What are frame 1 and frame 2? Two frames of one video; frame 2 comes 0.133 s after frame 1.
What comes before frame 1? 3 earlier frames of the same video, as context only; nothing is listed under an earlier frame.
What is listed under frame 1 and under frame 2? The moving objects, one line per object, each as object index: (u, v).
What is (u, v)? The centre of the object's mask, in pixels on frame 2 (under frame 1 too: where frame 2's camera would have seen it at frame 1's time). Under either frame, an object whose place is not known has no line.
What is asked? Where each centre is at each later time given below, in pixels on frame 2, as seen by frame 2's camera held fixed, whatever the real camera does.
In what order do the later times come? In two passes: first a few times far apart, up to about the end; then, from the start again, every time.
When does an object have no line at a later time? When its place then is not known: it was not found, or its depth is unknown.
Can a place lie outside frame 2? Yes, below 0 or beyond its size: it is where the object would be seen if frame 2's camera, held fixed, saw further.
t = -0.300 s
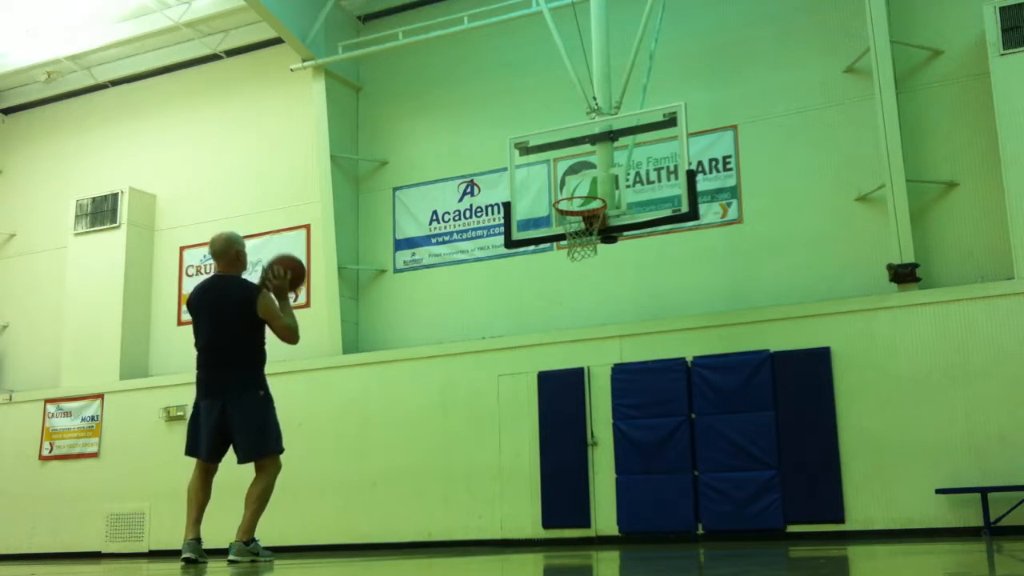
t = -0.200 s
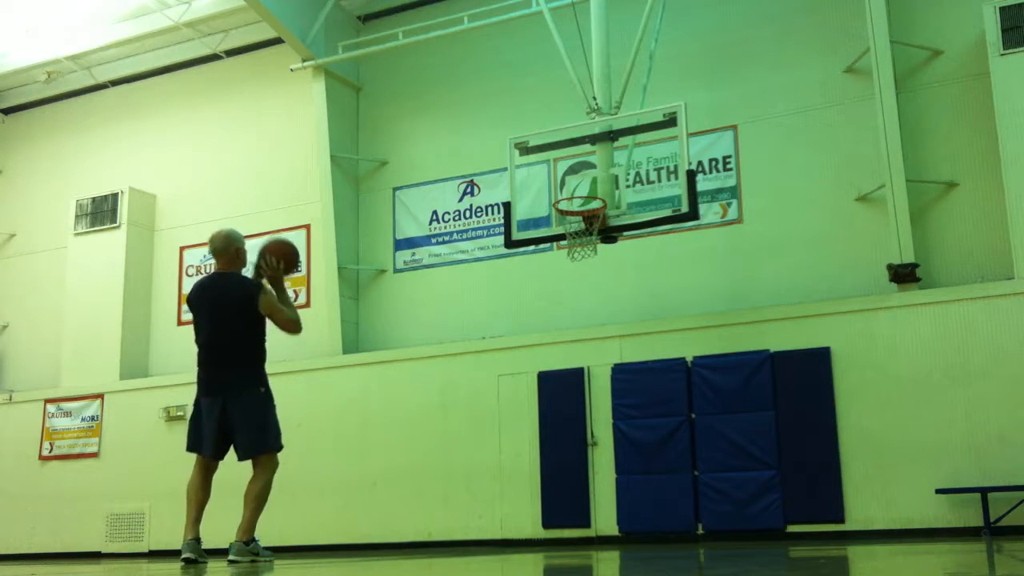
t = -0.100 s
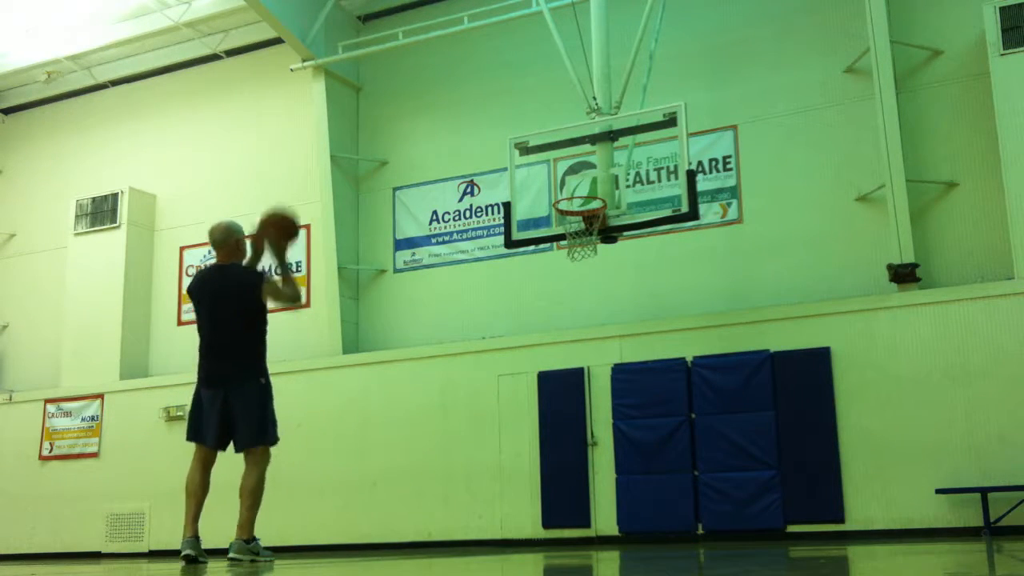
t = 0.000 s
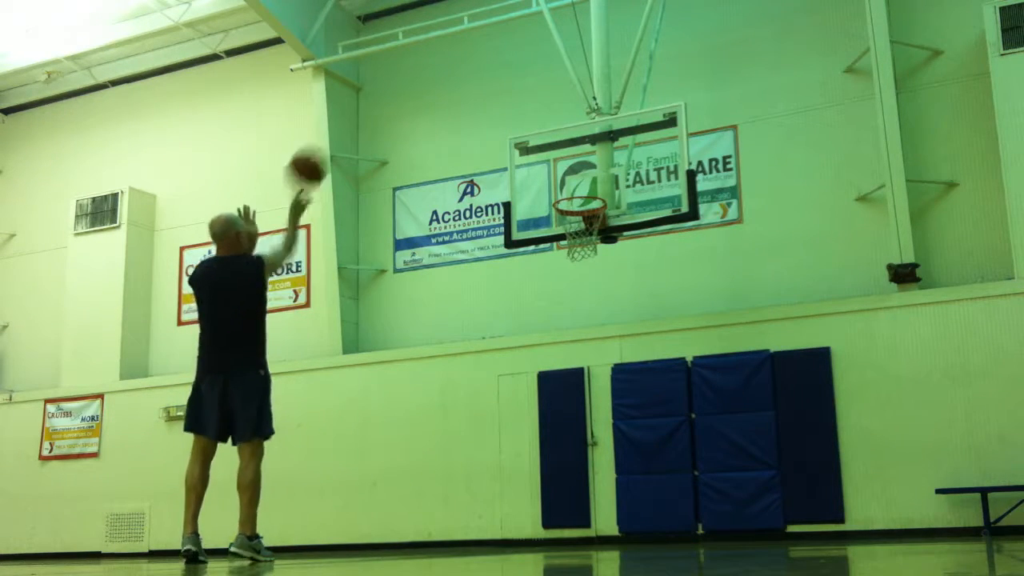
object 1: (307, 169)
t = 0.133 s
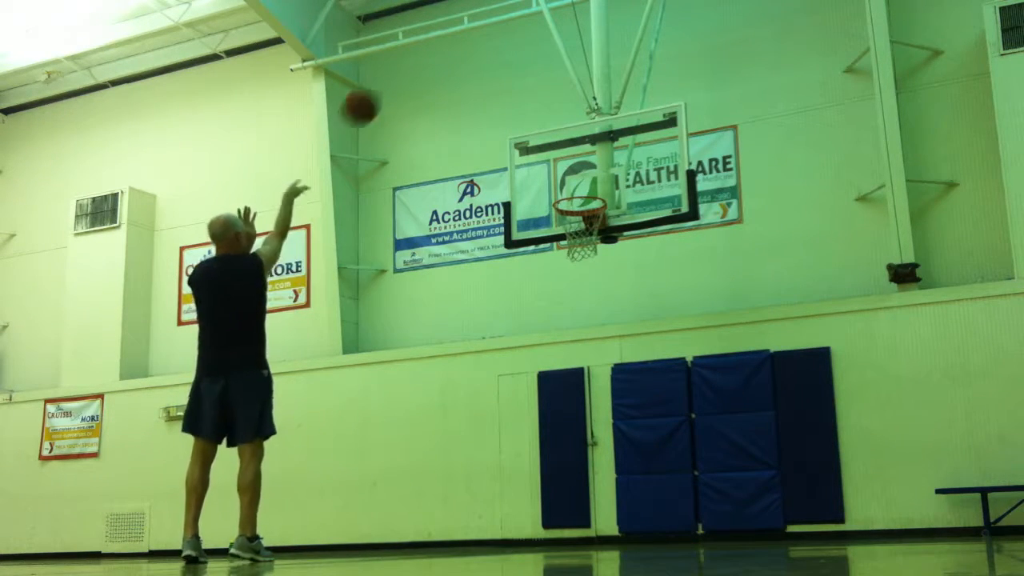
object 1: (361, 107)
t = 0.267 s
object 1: (406, 75)
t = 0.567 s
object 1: (490, 86)
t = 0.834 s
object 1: (551, 171)
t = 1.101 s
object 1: (587, 193)
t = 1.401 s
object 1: (578, 188)
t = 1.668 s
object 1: (566, 214)
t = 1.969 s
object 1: (573, 281)
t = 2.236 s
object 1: (583, 407)
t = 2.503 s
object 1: (598, 484)
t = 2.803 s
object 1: (611, 383)
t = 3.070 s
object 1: (627, 372)
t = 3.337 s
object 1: (650, 437)
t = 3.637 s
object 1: (671, 486)
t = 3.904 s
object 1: (680, 434)
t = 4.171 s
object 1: (693, 452)
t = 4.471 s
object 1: (711, 503)
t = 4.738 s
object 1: (721, 469)
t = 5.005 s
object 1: (736, 503)
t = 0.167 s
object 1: (373, 96)
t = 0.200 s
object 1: (384, 87)
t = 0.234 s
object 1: (395, 80)
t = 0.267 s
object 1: (406, 75)
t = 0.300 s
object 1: (417, 71)
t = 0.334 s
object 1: (426, 68)
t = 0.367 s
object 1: (436, 67)
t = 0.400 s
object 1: (446, 67)
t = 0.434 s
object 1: (455, 68)
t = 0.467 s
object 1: (464, 71)
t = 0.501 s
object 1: (474, 75)
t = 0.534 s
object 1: (482, 80)
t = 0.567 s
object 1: (490, 86)
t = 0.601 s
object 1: (499, 93)
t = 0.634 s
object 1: (506, 102)
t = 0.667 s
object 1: (514, 110)
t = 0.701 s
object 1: (522, 120)
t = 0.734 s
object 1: (529, 131)
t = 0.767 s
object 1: (537, 144)
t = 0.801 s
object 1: (545, 160)
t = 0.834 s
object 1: (551, 171)
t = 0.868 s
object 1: (559, 186)
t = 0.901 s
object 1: (564, 192)
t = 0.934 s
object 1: (569, 195)
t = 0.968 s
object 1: (575, 200)
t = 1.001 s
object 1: (580, 205)
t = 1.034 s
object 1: (583, 203)
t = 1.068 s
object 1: (585, 197)
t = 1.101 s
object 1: (587, 193)
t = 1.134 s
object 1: (588, 192)
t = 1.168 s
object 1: (588, 190)
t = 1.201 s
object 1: (586, 187)
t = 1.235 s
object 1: (585, 187)
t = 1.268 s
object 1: (584, 187)
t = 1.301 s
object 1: (582, 188)
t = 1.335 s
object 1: (581, 188)
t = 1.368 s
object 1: (579, 187)
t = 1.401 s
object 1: (578, 188)
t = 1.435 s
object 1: (577, 189)
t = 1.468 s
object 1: (575, 190)
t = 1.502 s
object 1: (574, 192)
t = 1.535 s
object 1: (573, 195)
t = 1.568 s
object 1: (572, 197)
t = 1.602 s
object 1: (569, 203)
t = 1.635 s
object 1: (568, 208)
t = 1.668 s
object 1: (566, 214)
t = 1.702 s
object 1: (566, 223)
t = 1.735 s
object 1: (566, 227)
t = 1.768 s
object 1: (567, 235)
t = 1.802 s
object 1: (568, 241)
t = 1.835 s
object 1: (568, 245)
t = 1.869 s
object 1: (569, 254)
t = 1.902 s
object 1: (571, 262)
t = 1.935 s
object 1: (572, 270)
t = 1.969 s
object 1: (573, 281)
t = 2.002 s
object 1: (574, 292)
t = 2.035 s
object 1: (575, 304)
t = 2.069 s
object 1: (577, 318)
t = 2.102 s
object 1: (578, 334)
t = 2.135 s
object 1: (579, 350)
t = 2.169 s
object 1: (582, 367)
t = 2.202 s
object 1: (583, 386)
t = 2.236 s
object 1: (583, 407)
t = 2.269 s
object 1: (585, 428)
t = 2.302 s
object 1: (588, 450)
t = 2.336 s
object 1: (588, 476)
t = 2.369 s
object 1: (590, 501)
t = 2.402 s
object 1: (593, 529)
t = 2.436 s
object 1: (595, 520)
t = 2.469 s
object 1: (595, 501)
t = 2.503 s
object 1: (598, 484)
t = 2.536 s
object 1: (599, 468)
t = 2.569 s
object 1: (600, 451)
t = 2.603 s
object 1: (601, 439)
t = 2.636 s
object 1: (602, 427)
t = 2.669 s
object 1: (603, 416)
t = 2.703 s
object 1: (604, 405)
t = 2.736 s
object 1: (605, 397)
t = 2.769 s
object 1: (608, 389)
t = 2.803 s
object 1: (611, 383)
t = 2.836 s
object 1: (612, 377)
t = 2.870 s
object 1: (616, 373)
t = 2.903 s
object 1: (618, 370)
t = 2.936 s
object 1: (620, 368)
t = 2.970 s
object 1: (622, 368)
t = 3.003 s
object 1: (624, 368)
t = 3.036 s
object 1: (626, 370)
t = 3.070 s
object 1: (627, 372)
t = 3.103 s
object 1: (630, 375)
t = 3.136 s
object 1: (633, 379)
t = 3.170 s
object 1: (636, 386)
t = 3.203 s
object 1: (638, 395)
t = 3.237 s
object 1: (642, 404)
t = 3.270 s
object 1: (644, 412)
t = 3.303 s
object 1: (647, 424)
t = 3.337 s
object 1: (650, 437)
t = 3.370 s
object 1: (652, 450)
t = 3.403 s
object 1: (655, 464)
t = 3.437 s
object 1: (659, 484)
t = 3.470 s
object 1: (662, 500)
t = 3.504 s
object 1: (663, 523)
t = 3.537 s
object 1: (666, 525)
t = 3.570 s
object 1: (666, 515)
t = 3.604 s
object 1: (669, 499)
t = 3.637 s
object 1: (671, 486)
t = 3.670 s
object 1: (672, 476)
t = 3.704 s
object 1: (674, 467)
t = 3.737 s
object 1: (675, 458)
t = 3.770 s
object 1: (676, 449)
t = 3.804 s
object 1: (677, 444)
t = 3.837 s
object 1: (678, 439)
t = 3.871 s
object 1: (679, 436)
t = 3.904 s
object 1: (680, 434)
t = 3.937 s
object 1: (682, 432)
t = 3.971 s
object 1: (683, 432)
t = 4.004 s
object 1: (684, 432)
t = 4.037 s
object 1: (685, 433)
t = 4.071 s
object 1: (687, 435)
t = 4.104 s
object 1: (689, 440)
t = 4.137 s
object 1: (691, 447)
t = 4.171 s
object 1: (693, 452)
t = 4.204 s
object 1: (695, 462)
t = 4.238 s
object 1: (699, 474)
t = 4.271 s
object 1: (701, 484)
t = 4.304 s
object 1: (703, 498)
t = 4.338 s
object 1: (705, 511)
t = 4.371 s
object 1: (706, 525)
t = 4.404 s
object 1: (708, 523)
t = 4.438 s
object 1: (708, 512)
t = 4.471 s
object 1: (711, 503)
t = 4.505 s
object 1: (714, 495)
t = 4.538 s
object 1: (715, 489)
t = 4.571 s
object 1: (715, 482)
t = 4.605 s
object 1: (716, 478)
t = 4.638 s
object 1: (717, 475)
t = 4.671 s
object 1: (719, 470)
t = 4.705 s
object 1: (719, 469)
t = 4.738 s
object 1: (721, 469)
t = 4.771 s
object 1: (722, 468)
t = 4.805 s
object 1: (725, 469)
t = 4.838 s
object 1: (727, 472)
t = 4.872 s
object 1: (729, 476)
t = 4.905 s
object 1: (730, 482)
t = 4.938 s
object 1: (731, 488)
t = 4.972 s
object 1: (733, 497)
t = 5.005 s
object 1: (736, 503)
